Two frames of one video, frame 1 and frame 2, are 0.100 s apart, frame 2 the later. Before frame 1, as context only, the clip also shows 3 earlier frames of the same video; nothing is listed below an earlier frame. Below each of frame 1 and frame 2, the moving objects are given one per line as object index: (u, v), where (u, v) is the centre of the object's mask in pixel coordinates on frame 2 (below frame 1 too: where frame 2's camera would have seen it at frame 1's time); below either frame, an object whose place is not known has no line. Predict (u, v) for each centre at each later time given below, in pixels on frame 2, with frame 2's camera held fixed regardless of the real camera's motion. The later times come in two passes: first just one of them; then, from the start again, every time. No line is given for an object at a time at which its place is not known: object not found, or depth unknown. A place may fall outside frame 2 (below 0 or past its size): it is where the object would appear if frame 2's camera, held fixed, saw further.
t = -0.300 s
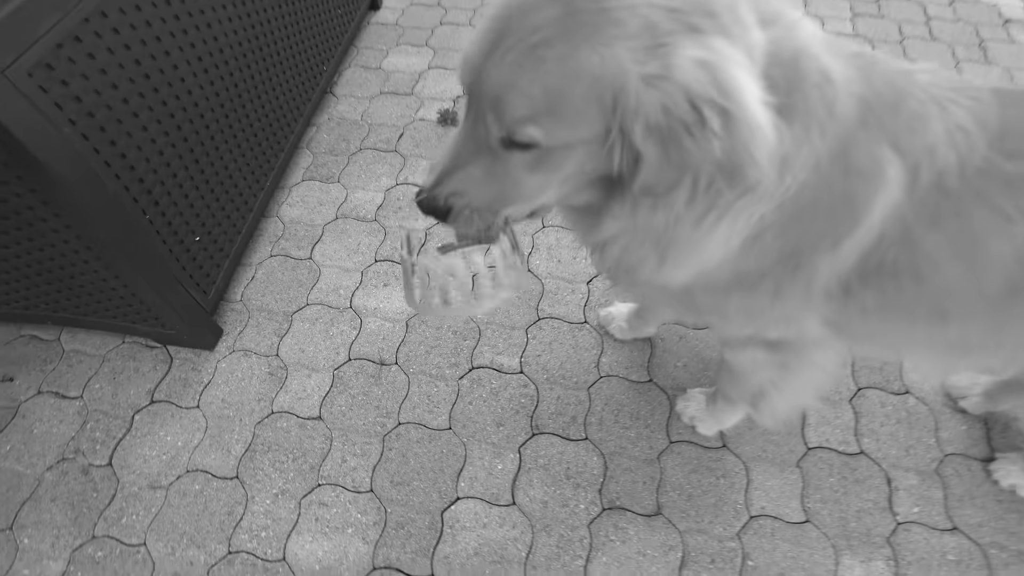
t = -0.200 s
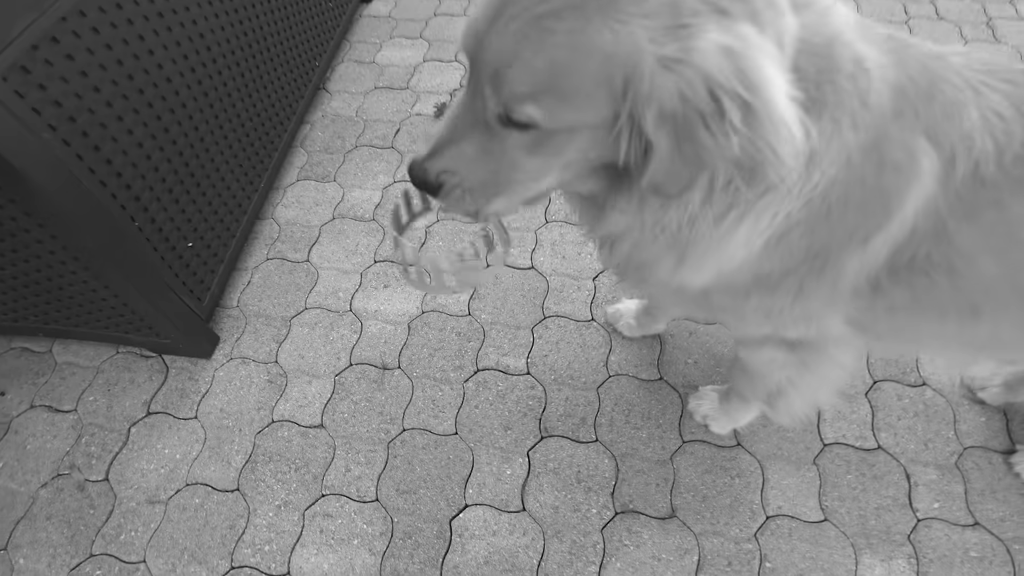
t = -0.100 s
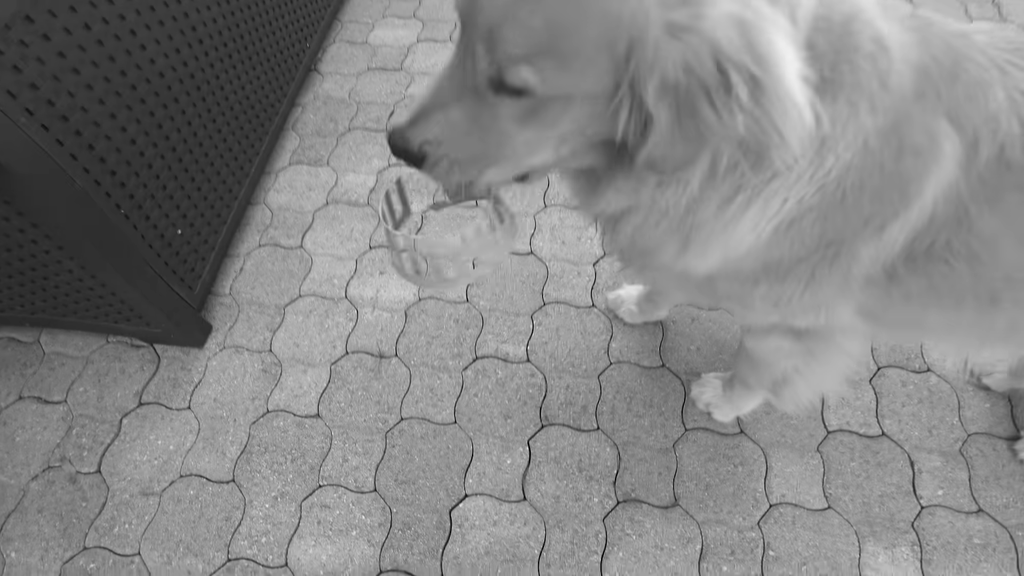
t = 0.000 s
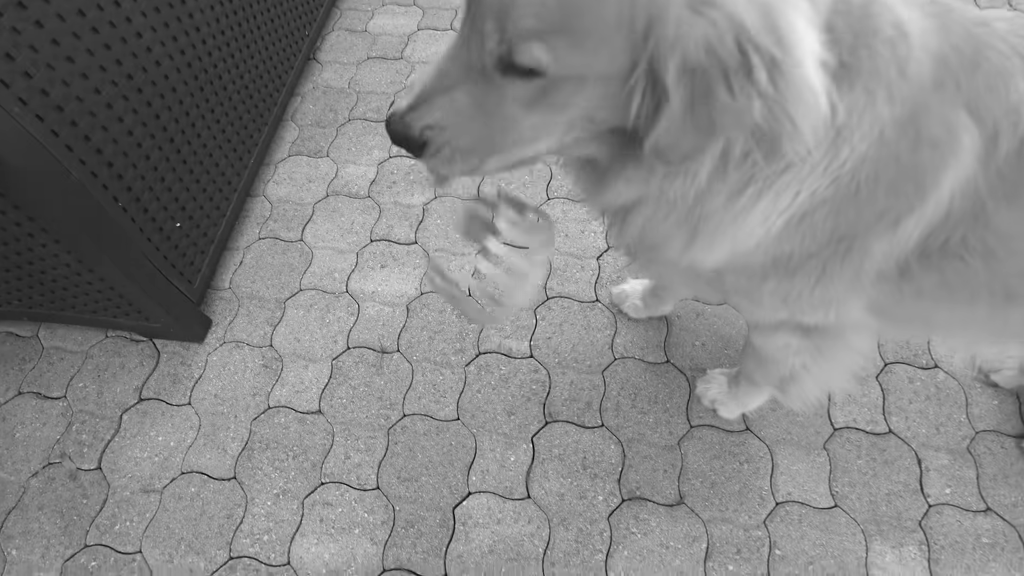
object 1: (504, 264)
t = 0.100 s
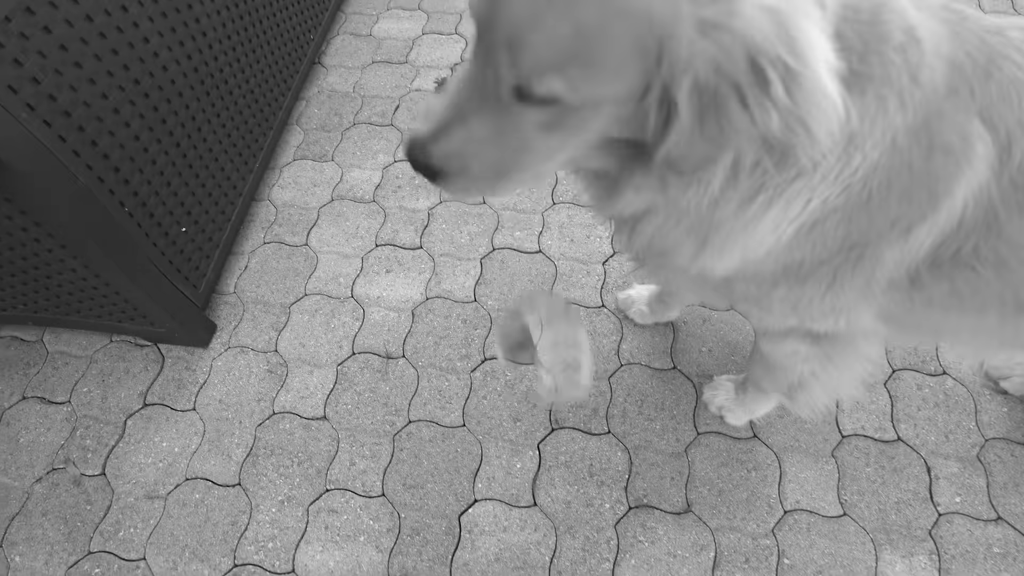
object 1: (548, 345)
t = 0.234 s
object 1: (581, 464)
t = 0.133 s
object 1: (561, 373)
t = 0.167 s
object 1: (569, 410)
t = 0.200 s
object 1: (575, 434)
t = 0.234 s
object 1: (581, 464)
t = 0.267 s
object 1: (582, 469)
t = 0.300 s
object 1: (578, 474)
